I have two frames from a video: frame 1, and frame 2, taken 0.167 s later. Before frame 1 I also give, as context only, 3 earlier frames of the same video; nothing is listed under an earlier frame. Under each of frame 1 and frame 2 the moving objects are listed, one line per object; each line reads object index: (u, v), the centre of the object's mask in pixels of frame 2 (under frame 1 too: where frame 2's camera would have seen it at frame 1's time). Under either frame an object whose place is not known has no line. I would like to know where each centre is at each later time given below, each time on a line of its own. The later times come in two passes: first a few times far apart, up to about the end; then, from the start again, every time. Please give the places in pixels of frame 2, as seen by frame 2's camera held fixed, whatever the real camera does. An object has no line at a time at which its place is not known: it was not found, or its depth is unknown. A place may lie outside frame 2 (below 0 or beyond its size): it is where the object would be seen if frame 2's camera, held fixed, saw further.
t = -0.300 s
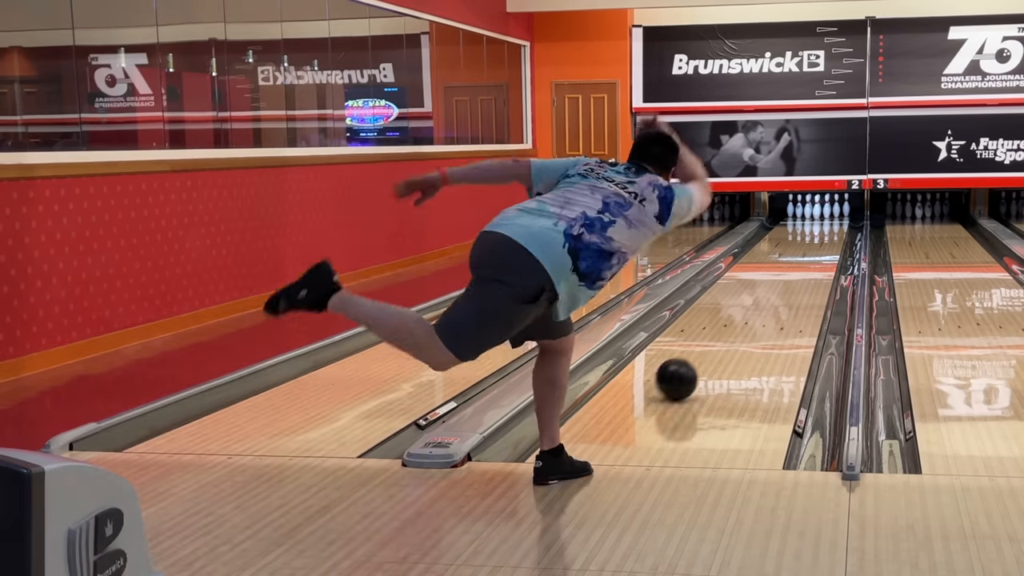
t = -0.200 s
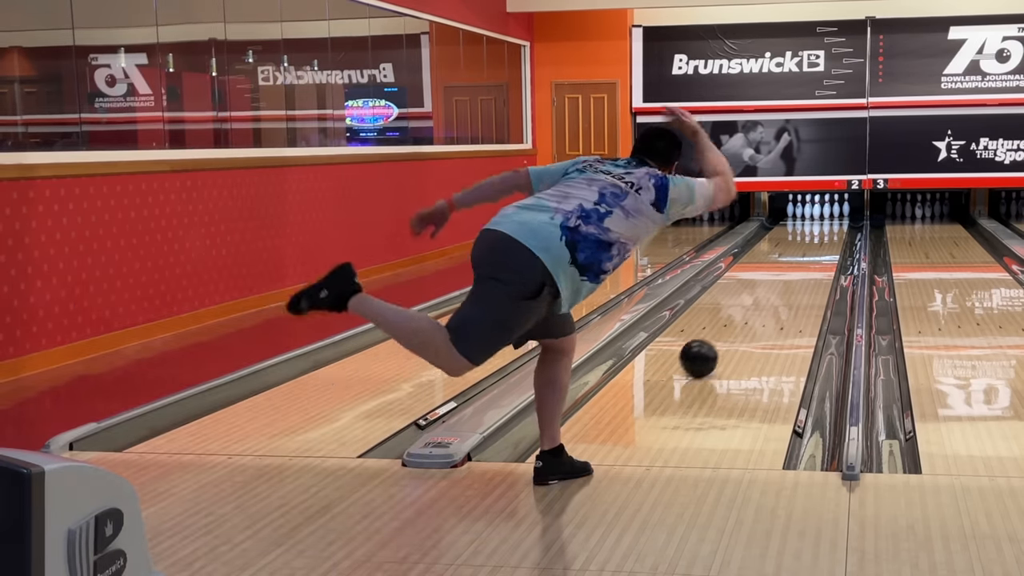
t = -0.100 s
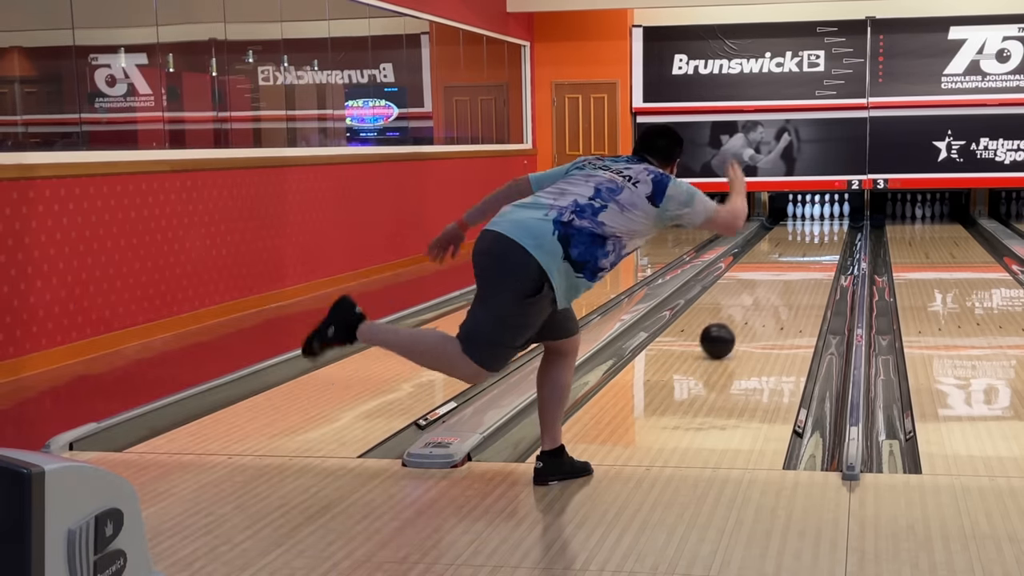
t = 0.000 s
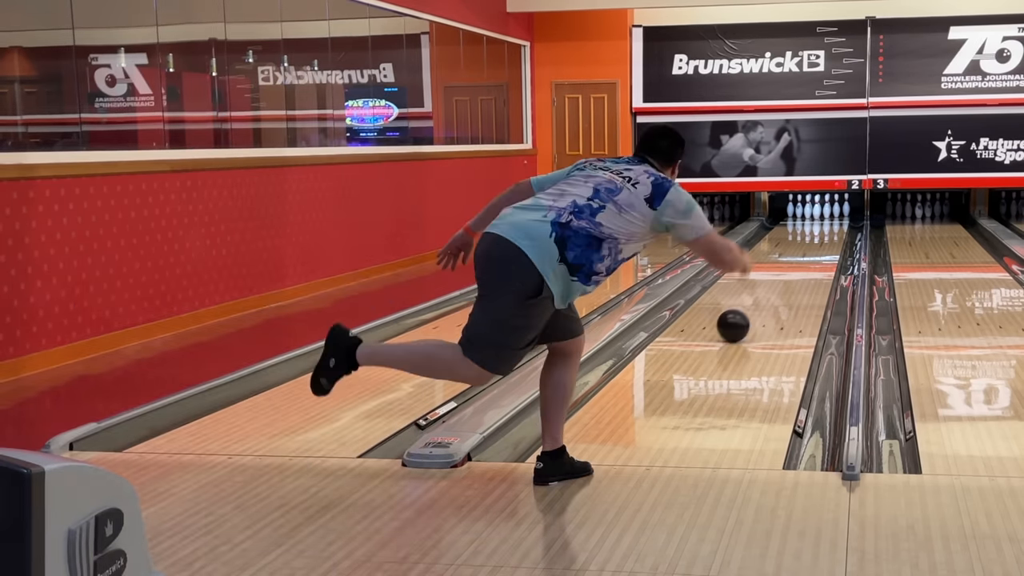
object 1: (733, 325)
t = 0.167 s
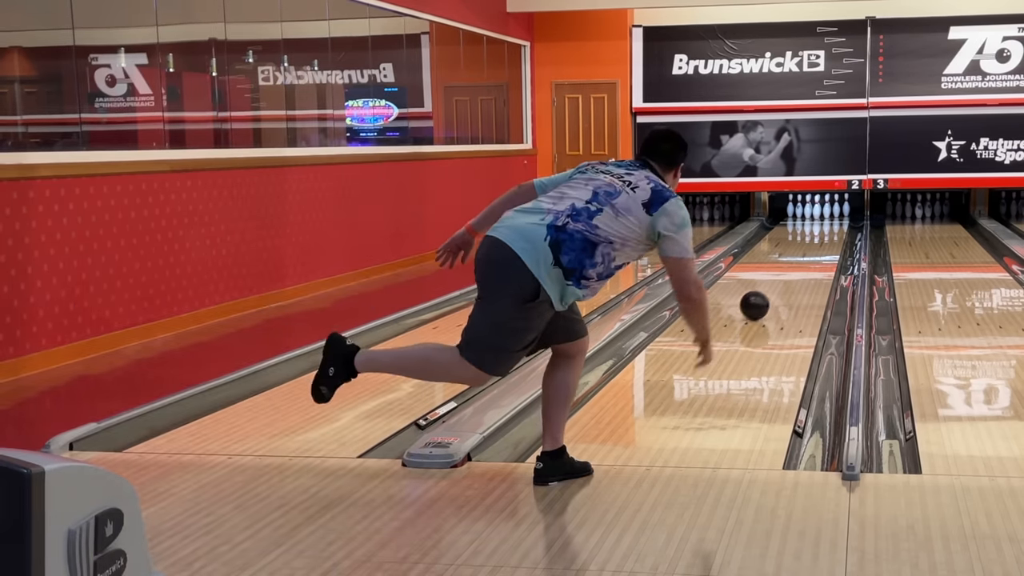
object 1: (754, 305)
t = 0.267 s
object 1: (765, 295)
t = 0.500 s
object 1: (785, 275)
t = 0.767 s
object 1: (801, 257)
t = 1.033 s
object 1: (814, 244)
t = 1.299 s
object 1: (824, 233)
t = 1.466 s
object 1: (827, 227)
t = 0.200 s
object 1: (758, 301)
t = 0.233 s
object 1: (762, 298)
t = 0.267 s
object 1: (765, 295)
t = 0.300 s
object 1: (768, 291)
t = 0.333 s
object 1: (771, 288)
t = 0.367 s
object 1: (774, 285)
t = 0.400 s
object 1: (777, 282)
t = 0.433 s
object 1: (780, 280)
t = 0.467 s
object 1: (782, 277)
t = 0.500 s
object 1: (785, 275)
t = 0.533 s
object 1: (787, 272)
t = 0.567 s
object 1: (789, 270)
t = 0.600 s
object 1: (792, 268)
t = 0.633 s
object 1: (794, 265)
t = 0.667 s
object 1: (796, 263)
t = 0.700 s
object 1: (798, 261)
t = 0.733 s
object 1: (800, 259)
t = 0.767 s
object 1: (801, 257)
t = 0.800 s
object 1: (803, 255)
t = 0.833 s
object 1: (805, 254)
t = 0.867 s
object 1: (807, 252)
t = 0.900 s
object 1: (808, 250)
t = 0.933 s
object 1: (810, 248)
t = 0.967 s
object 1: (811, 247)
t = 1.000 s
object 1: (813, 246)
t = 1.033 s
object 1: (814, 244)
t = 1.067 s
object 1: (815, 242)
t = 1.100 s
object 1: (817, 241)
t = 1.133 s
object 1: (818, 240)
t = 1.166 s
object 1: (819, 238)
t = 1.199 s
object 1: (821, 237)
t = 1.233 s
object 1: (822, 236)
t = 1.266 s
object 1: (823, 234)
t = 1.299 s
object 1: (824, 233)
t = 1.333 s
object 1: (825, 232)
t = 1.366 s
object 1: (825, 231)
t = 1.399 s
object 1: (826, 230)
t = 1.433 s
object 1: (827, 229)
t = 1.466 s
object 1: (827, 227)
